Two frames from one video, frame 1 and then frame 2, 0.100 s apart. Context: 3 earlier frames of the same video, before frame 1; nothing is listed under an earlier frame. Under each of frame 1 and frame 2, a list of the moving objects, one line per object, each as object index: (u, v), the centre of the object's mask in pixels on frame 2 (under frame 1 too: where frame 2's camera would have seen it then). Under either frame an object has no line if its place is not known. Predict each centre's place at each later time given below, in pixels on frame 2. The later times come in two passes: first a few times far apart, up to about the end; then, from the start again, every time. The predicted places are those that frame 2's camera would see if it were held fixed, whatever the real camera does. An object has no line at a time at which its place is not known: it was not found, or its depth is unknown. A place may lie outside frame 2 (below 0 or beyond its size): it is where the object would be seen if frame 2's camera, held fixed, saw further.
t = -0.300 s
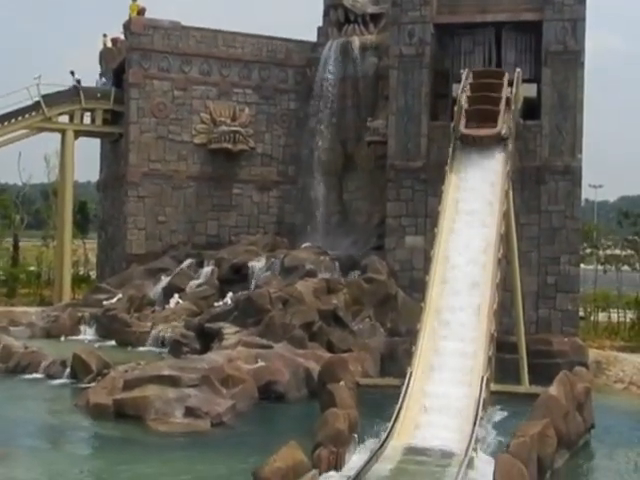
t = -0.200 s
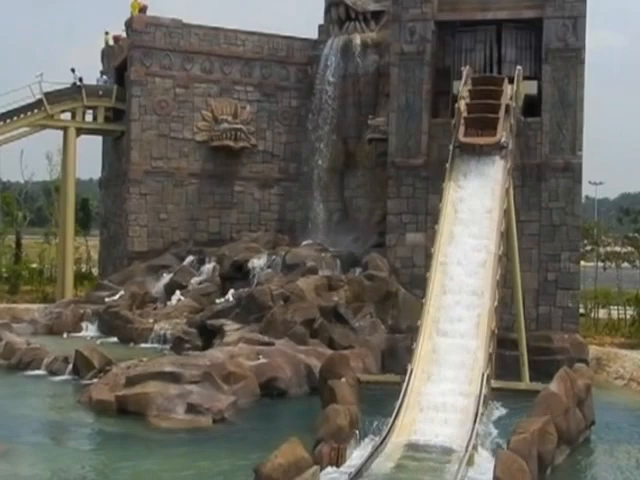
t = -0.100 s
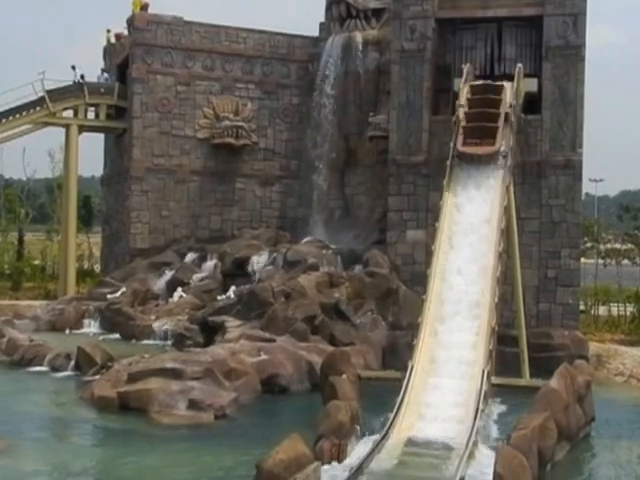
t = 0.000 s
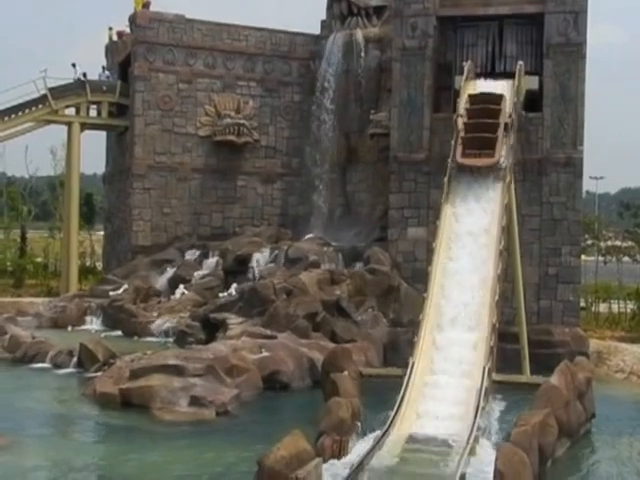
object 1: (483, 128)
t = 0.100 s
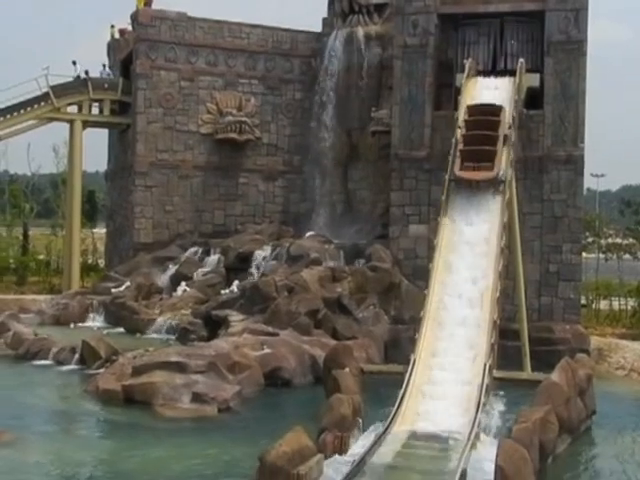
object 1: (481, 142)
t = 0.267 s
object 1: (477, 171)
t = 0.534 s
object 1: (470, 230)
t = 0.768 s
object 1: (461, 299)
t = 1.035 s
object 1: (446, 374)
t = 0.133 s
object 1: (481, 148)
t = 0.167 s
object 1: (480, 153)
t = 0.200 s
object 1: (479, 159)
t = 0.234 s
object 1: (478, 165)
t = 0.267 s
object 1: (477, 171)
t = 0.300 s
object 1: (476, 178)
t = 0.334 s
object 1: (475, 184)
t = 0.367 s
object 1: (474, 191)
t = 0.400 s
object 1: (474, 198)
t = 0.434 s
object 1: (472, 205)
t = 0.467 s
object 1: (472, 213)
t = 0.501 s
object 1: (471, 221)
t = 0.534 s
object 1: (470, 230)
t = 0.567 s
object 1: (468, 239)
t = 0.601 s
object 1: (468, 248)
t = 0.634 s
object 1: (466, 258)
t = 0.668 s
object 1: (465, 268)
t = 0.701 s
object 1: (464, 278)
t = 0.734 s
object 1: (462, 288)
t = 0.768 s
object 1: (461, 299)
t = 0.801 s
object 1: (459, 308)
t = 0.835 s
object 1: (458, 319)
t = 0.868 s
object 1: (456, 328)
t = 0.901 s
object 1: (454, 338)
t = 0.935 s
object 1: (452, 348)
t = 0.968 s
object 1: (450, 357)
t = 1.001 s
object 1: (448, 366)
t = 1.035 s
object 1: (446, 374)
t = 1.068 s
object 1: (444, 381)
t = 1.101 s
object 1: (442, 388)
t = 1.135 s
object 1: (439, 395)
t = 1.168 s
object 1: (437, 400)
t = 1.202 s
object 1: (433, 404)
